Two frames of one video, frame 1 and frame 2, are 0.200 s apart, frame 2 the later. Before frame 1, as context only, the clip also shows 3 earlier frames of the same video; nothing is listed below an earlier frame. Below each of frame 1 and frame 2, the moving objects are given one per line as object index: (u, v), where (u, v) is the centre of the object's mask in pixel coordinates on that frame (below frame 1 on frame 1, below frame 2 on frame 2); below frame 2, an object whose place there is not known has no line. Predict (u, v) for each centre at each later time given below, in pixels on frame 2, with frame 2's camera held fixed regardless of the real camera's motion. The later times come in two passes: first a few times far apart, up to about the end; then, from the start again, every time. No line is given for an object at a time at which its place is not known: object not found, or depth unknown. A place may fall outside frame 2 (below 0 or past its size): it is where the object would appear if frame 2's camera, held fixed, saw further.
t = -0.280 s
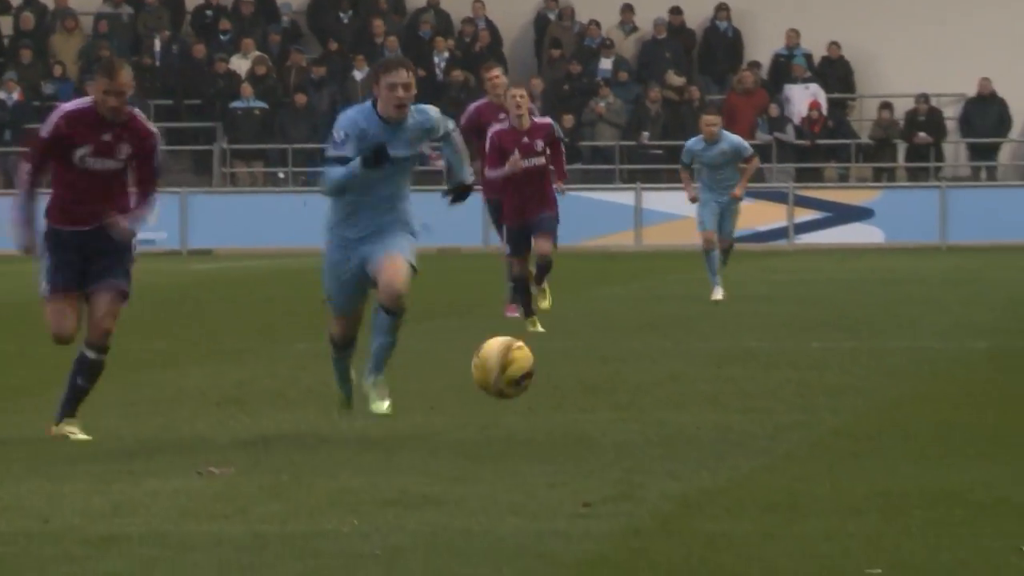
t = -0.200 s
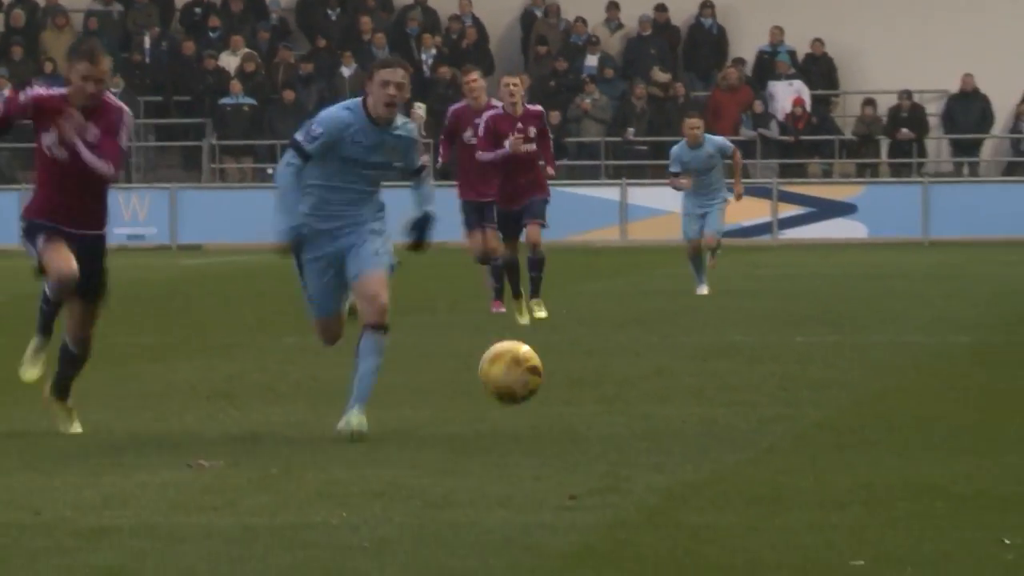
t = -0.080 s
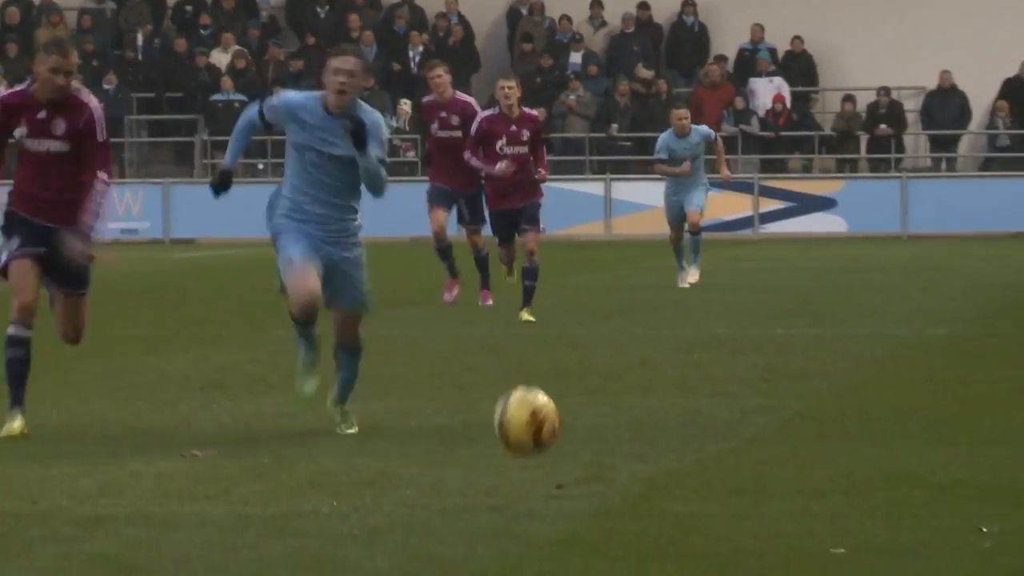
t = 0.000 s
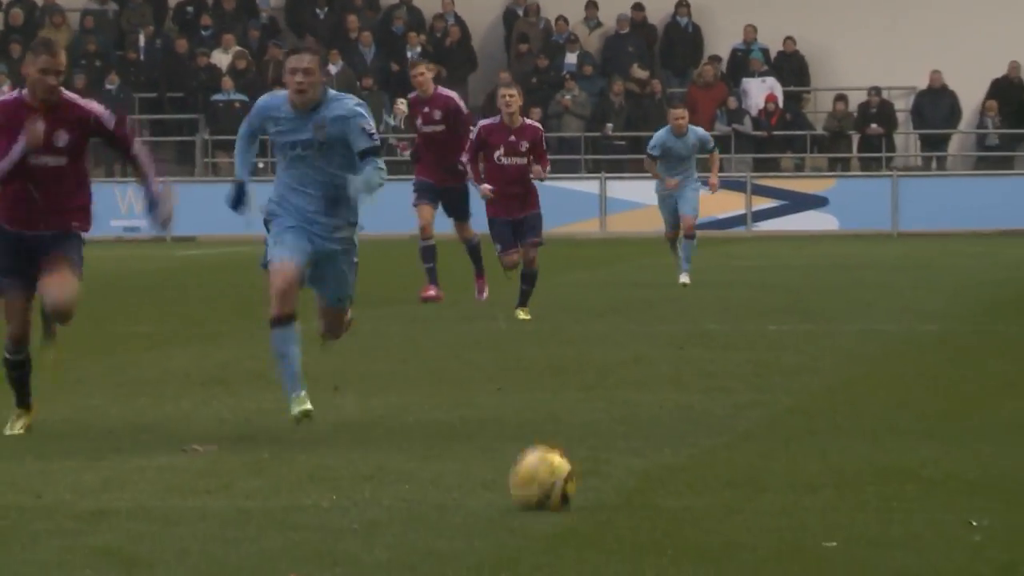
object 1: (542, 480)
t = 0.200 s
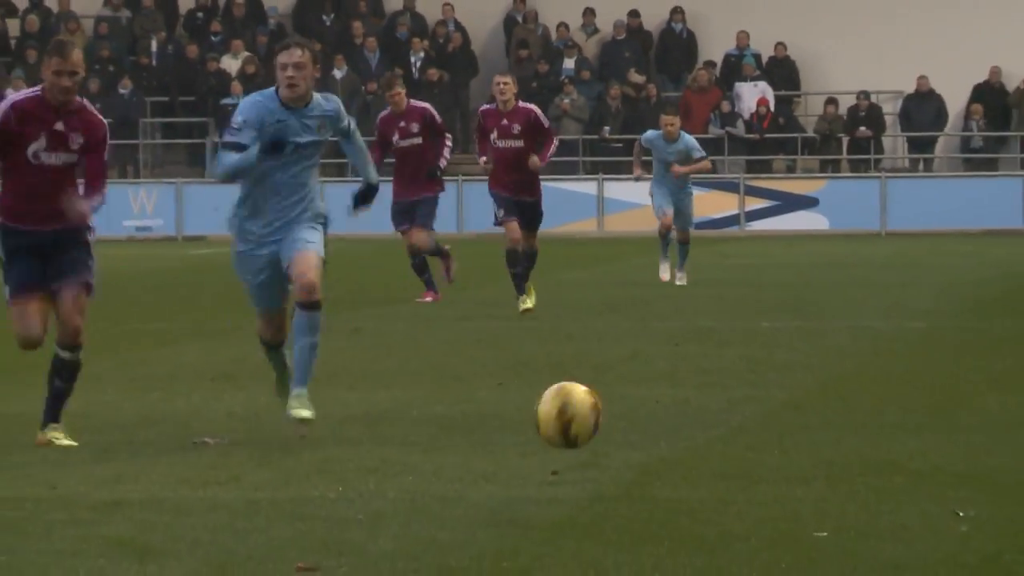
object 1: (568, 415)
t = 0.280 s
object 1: (576, 423)
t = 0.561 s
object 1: (590, 492)
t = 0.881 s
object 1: (561, 542)
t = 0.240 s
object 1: (572, 416)
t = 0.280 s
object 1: (576, 423)
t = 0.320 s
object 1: (580, 435)
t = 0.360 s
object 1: (586, 453)
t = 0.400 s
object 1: (589, 477)
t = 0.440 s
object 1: (594, 508)
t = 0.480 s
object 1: (594, 513)
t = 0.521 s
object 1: (593, 499)
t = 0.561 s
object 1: (590, 492)
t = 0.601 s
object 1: (587, 489)
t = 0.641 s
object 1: (585, 491)
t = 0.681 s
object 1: (583, 499)
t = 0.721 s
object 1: (580, 513)
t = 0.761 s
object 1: (577, 535)
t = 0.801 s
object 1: (574, 559)
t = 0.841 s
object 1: (568, 551)
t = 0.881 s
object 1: (561, 542)
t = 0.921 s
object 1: (554, 539)
